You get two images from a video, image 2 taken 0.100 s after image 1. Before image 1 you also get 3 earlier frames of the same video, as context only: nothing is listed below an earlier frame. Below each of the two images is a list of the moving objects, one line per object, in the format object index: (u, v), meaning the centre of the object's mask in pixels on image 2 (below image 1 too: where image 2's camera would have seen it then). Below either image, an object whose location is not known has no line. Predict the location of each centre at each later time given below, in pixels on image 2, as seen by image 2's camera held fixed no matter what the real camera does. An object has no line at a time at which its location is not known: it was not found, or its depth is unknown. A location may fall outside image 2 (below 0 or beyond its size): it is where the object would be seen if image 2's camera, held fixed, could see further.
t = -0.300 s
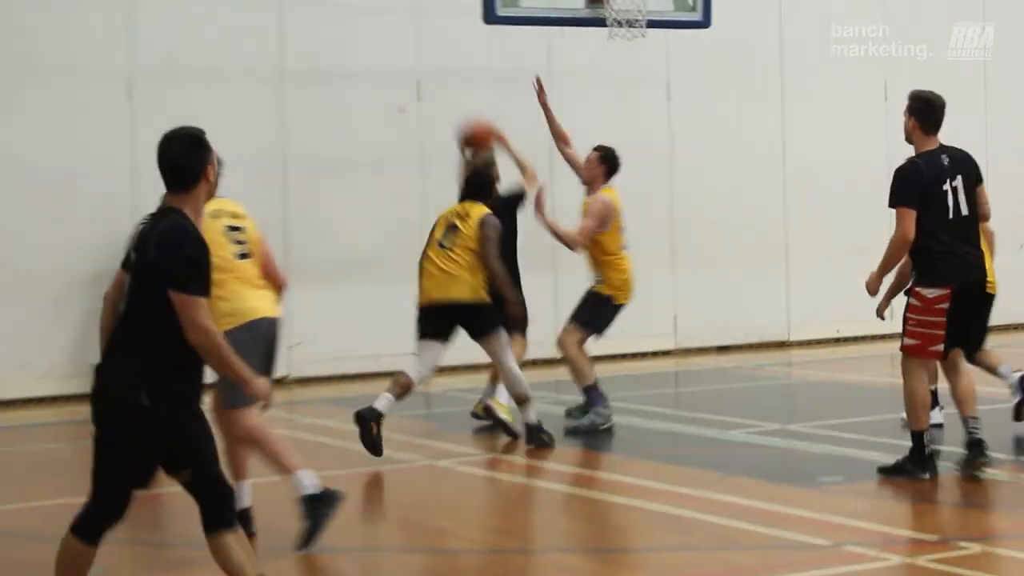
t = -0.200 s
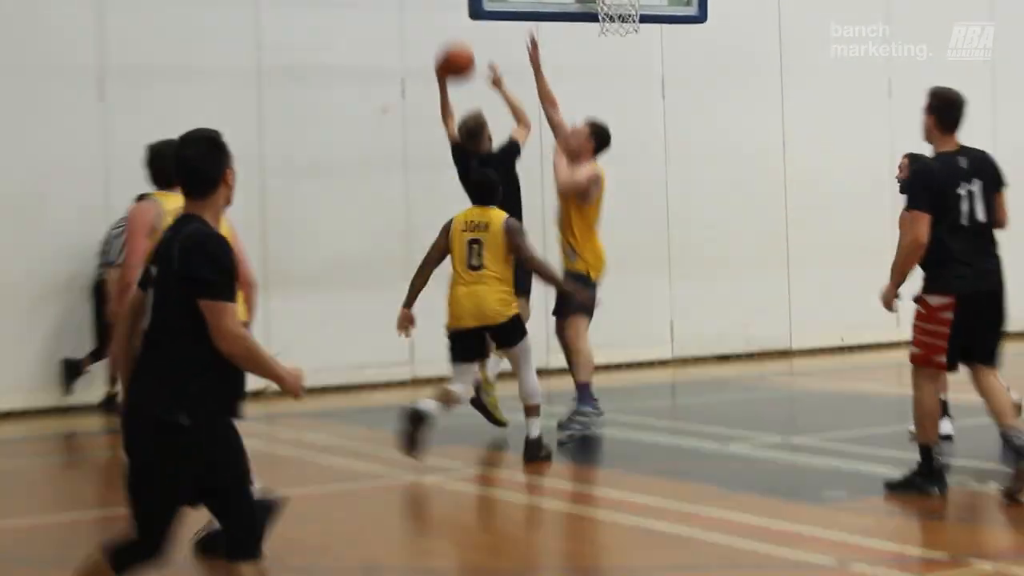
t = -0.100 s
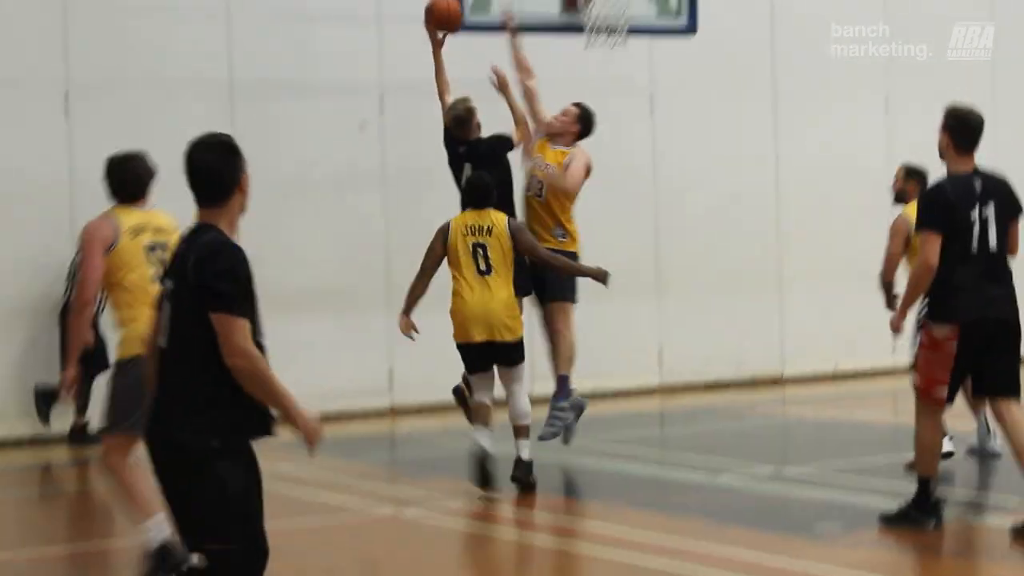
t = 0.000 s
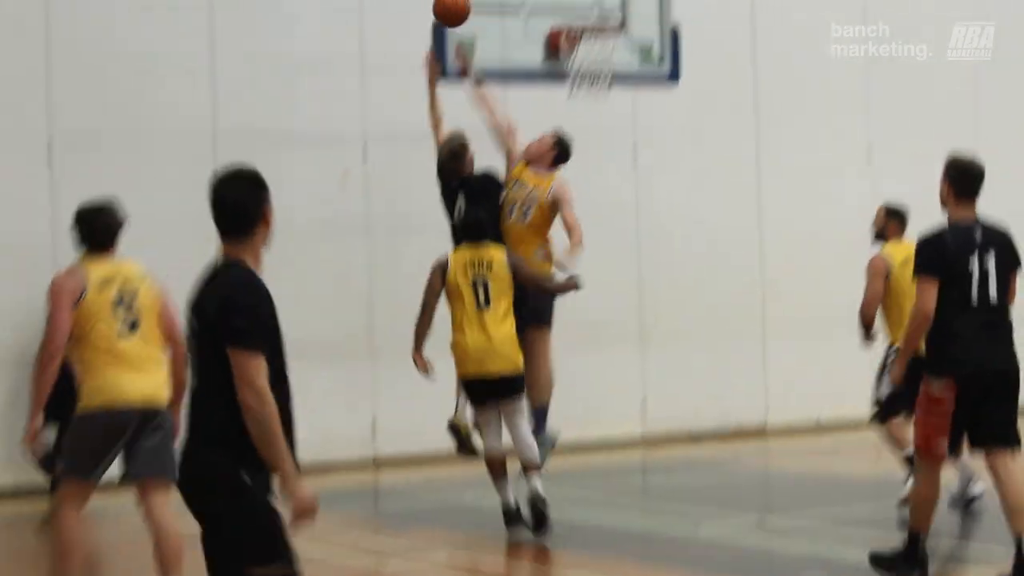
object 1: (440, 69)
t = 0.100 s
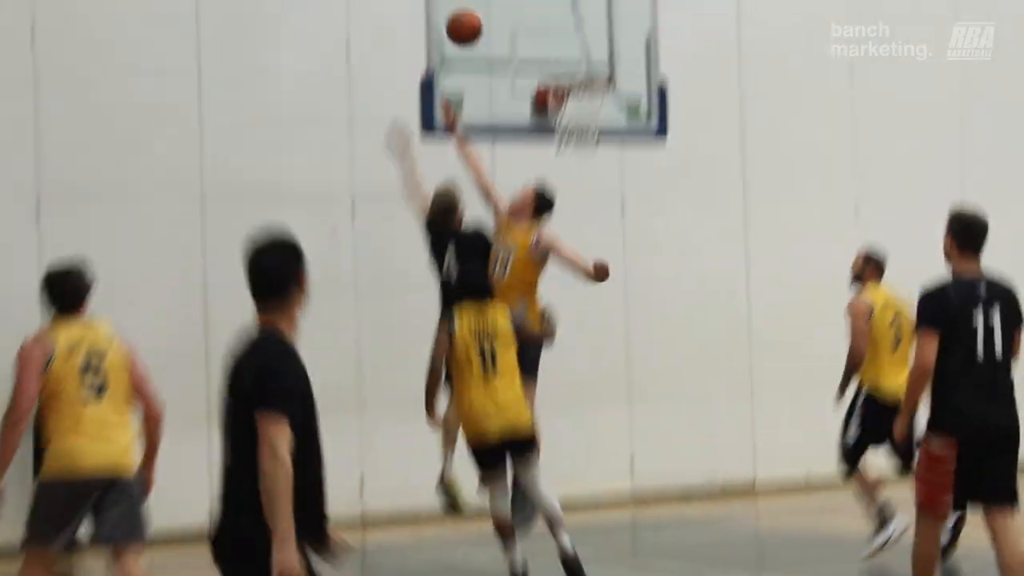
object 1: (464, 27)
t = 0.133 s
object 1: (472, 19)
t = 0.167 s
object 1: (479, 13)
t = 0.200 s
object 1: (487, 8)
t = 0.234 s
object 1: (495, 5)
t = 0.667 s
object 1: (608, 59)
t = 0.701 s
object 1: (609, 56)
